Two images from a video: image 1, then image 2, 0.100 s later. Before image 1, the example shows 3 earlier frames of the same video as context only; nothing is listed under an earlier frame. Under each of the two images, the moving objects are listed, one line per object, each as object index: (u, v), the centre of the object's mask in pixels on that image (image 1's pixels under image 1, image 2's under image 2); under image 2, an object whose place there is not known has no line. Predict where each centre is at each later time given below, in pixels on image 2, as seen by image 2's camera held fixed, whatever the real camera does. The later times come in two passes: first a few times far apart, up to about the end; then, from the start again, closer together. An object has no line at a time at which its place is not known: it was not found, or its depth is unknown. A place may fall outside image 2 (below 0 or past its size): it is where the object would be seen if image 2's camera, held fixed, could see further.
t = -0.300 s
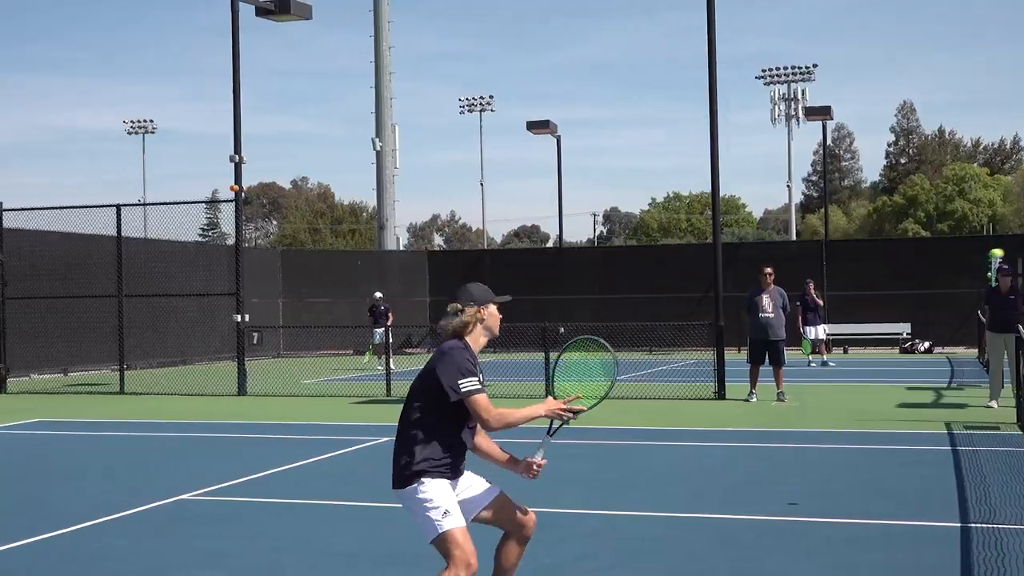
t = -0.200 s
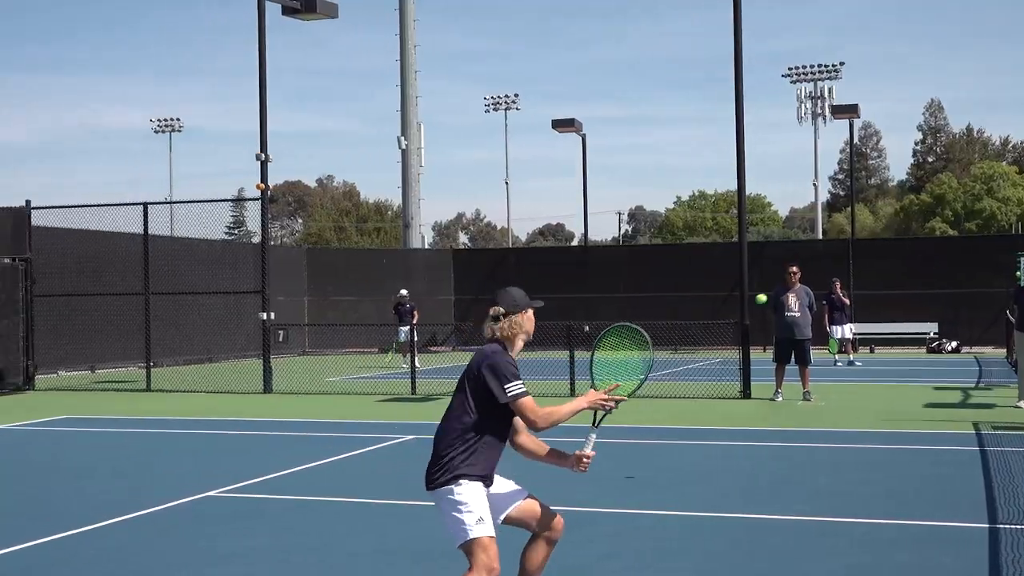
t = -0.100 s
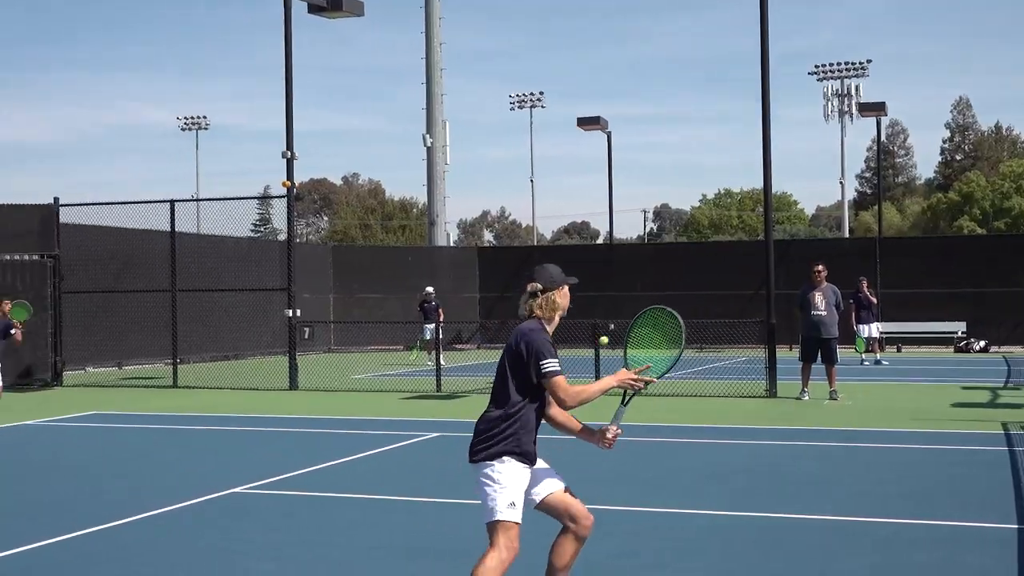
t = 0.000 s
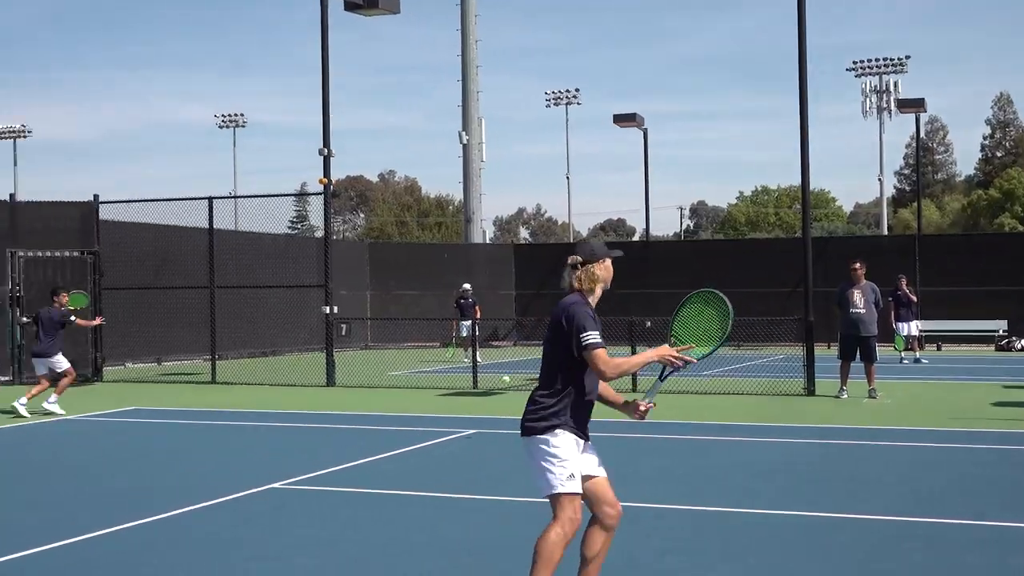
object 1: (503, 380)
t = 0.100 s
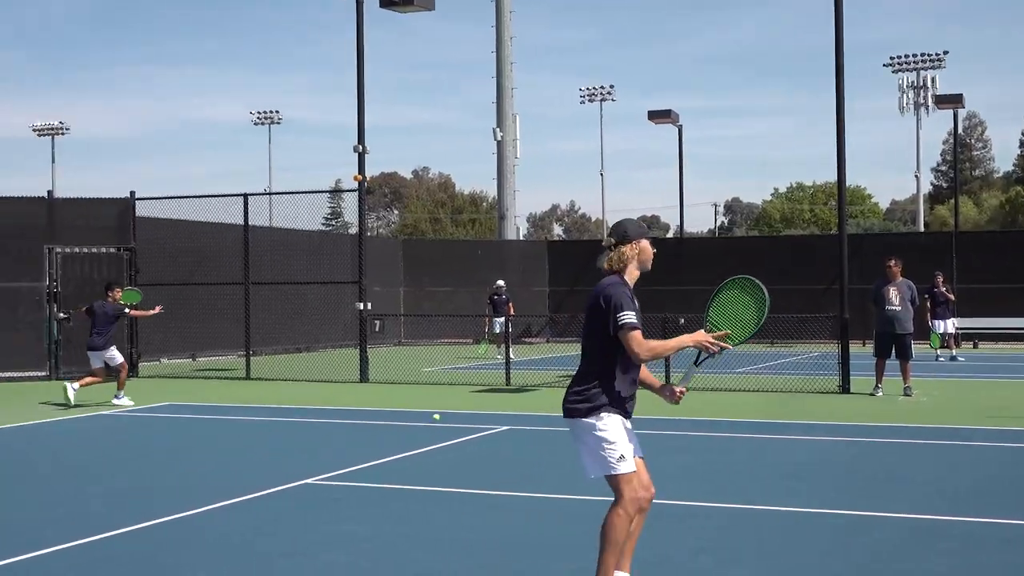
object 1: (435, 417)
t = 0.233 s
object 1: (370, 363)
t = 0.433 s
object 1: (292, 317)
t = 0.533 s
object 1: (260, 310)
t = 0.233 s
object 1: (370, 363)
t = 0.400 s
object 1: (304, 323)
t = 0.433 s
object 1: (292, 317)
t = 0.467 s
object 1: (281, 314)
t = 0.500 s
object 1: (270, 312)
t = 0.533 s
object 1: (260, 310)
